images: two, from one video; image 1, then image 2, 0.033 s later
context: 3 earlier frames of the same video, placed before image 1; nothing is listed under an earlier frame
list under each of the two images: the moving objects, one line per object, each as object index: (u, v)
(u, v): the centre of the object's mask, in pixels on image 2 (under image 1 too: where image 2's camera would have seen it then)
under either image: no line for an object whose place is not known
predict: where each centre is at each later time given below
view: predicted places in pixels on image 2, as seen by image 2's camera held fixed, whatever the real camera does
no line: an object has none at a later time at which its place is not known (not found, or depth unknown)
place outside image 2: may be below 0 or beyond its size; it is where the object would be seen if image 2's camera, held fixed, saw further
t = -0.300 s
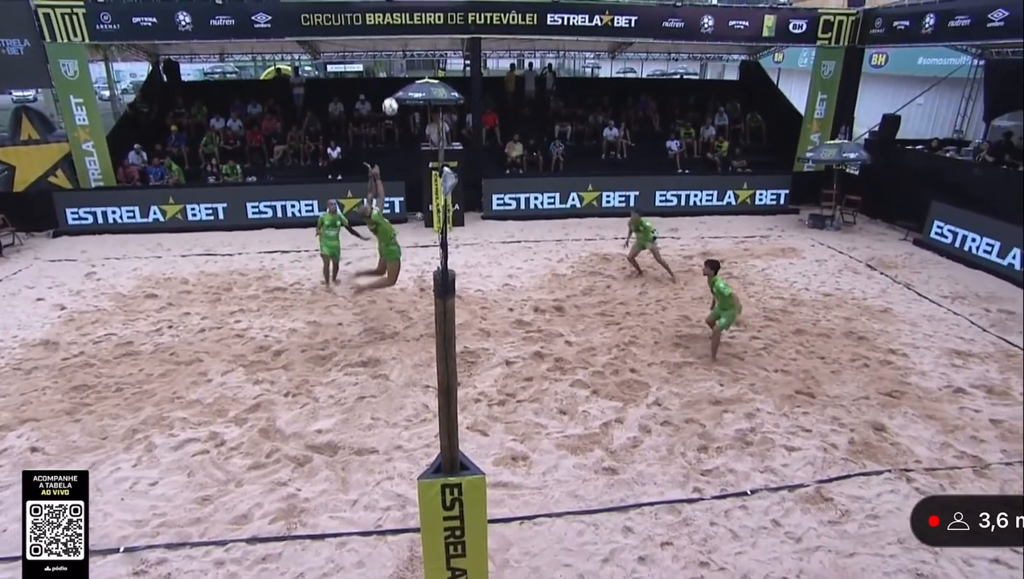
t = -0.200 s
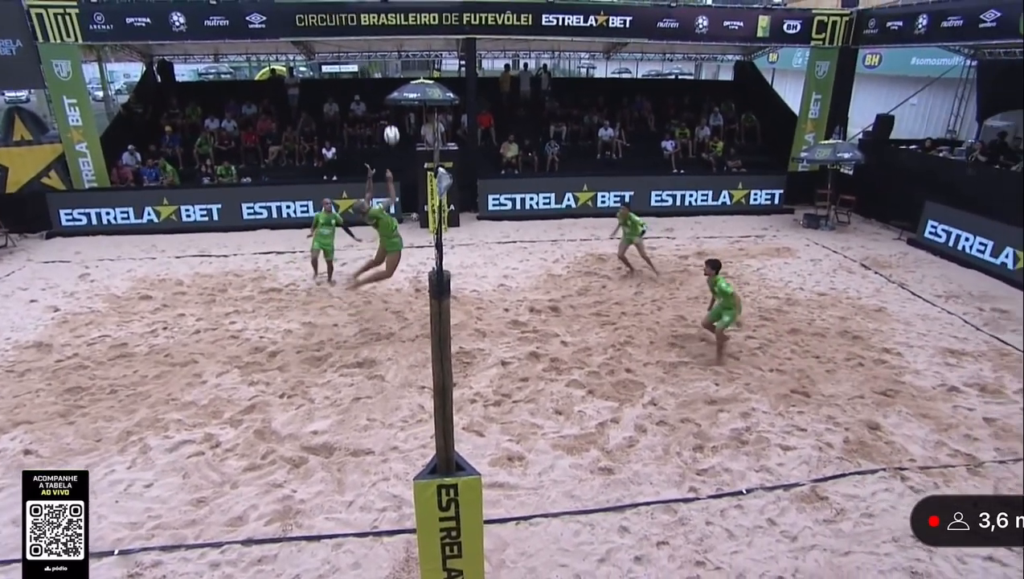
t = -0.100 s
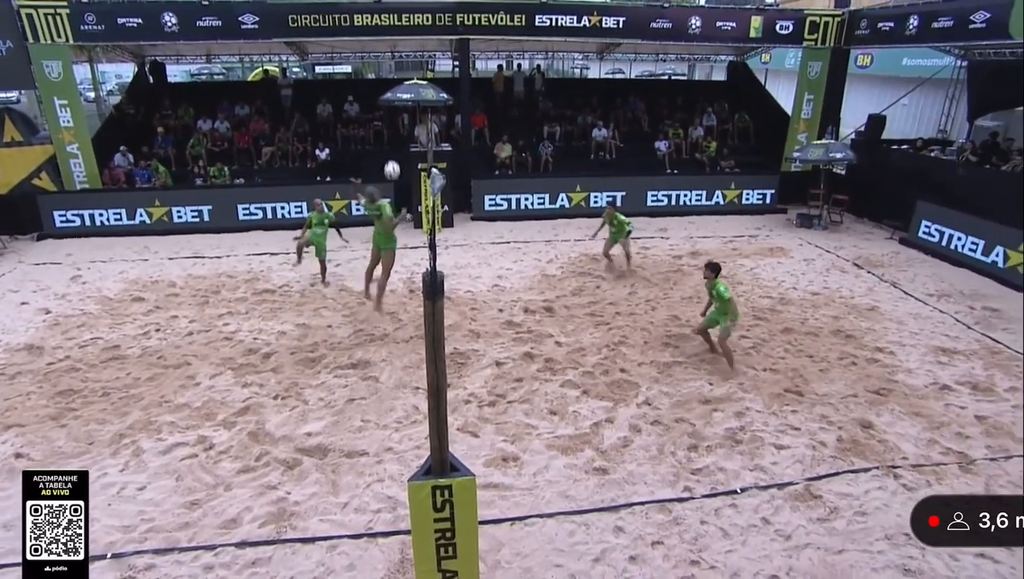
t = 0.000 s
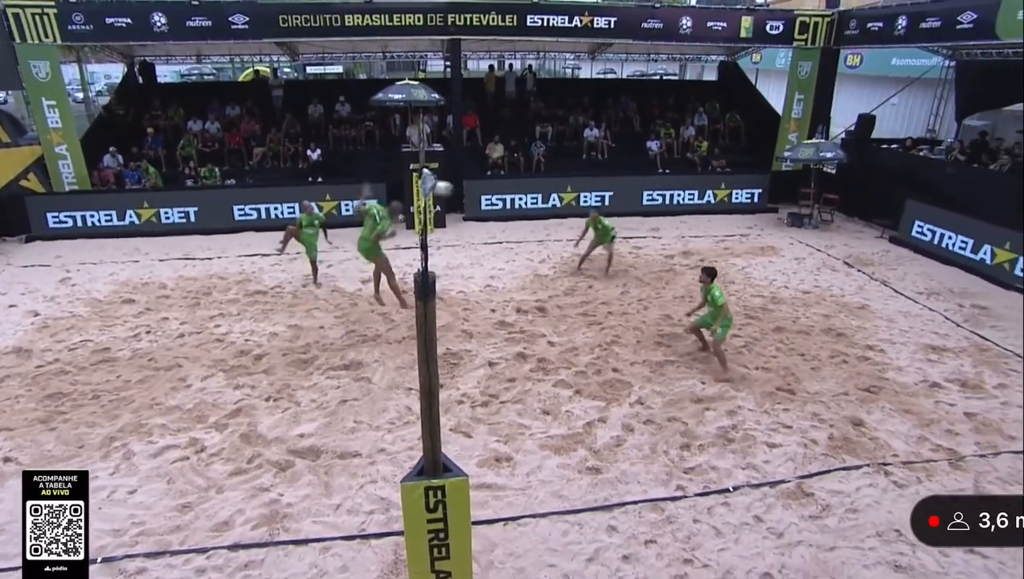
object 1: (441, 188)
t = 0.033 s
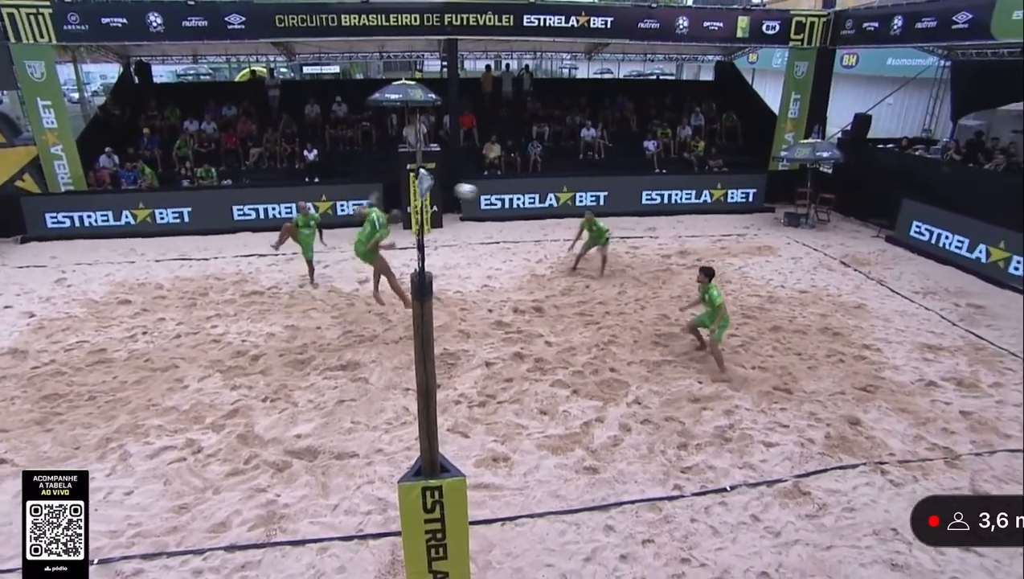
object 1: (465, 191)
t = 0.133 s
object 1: (546, 202)
